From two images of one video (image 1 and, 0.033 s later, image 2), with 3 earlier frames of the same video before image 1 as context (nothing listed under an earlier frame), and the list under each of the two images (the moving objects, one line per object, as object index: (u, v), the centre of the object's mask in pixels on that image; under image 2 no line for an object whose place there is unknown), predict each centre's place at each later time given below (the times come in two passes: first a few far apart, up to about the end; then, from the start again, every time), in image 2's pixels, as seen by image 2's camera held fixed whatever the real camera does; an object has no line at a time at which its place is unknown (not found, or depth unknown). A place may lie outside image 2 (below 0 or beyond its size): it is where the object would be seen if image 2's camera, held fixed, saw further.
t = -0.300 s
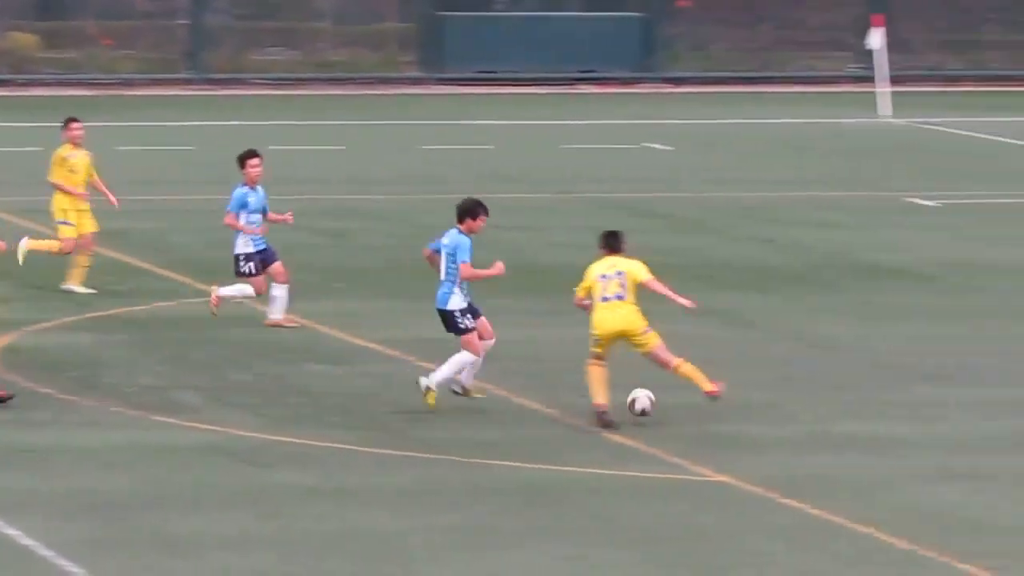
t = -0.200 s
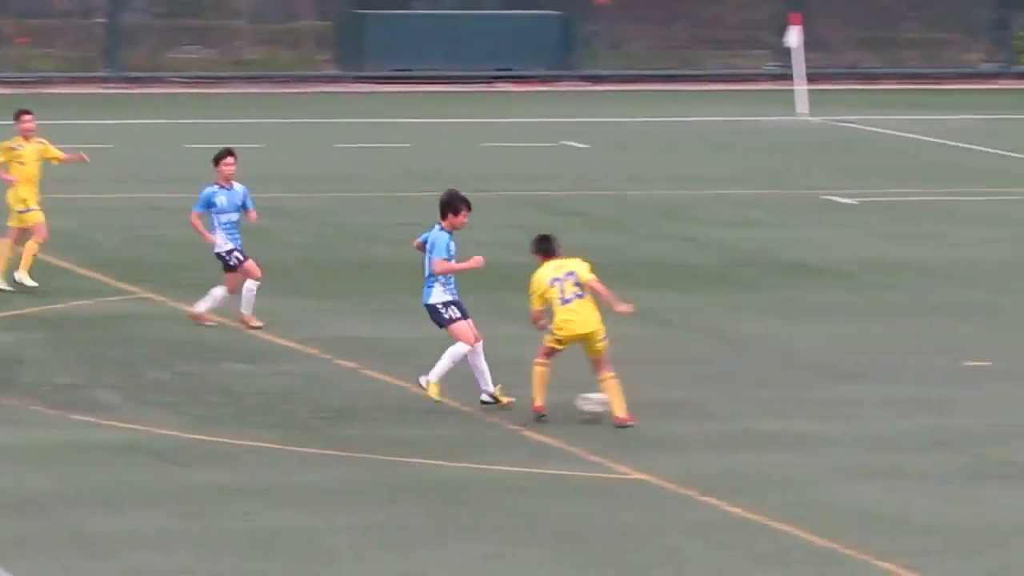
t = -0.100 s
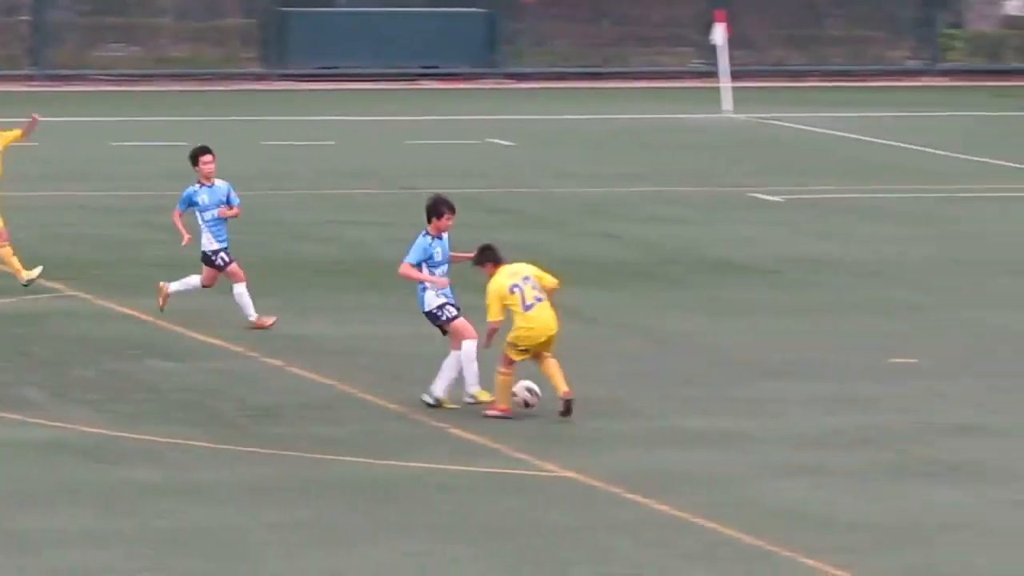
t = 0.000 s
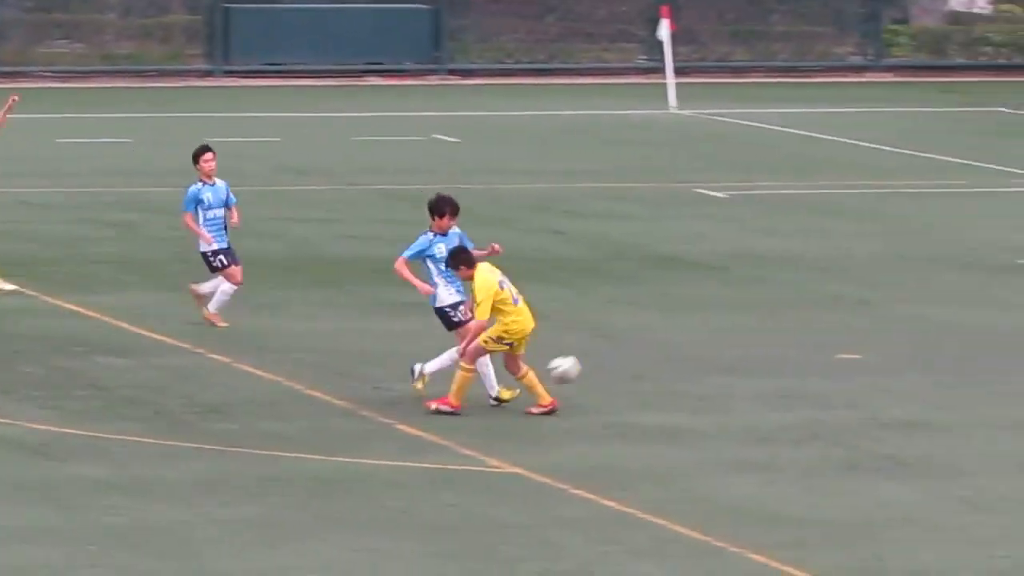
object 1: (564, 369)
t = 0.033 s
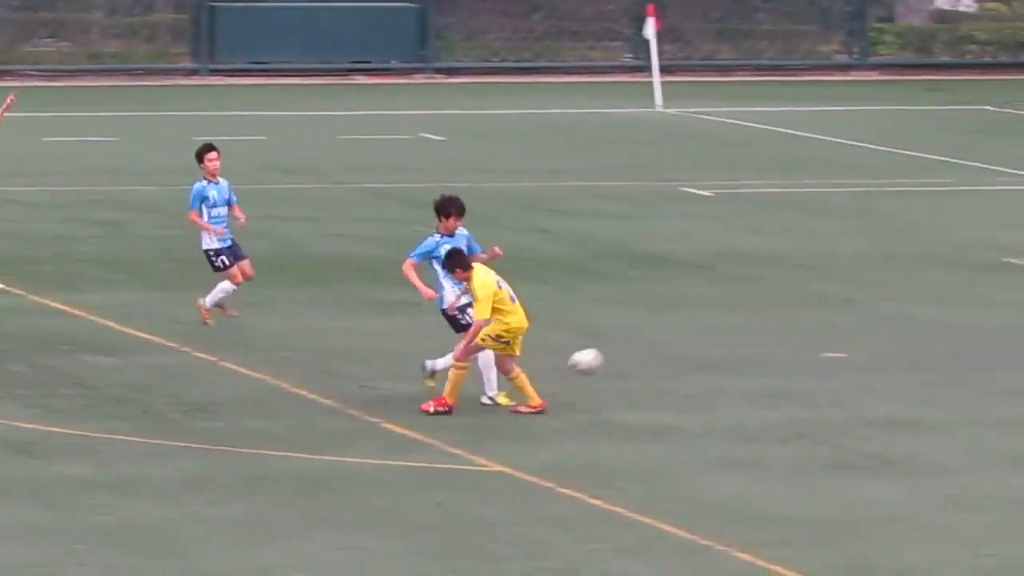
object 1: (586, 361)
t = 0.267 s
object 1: (834, 358)
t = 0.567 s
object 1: (1095, 373)
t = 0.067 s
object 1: (620, 358)
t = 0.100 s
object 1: (657, 354)
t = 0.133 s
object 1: (693, 353)
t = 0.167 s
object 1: (730, 352)
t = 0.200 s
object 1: (763, 353)
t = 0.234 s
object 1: (799, 356)
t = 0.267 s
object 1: (834, 358)
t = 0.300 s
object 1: (868, 363)
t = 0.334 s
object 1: (903, 370)
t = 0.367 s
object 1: (937, 376)
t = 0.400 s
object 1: (971, 388)
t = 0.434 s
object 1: (1002, 387)
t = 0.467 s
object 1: (1025, 383)
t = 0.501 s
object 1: (1048, 378)
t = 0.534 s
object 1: (1072, 375)
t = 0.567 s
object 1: (1095, 373)
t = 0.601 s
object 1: (1119, 372)
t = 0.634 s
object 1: (1143, 373)
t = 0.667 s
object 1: (1166, 375)
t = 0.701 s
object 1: (1191, 379)
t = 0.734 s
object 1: (1215, 385)
